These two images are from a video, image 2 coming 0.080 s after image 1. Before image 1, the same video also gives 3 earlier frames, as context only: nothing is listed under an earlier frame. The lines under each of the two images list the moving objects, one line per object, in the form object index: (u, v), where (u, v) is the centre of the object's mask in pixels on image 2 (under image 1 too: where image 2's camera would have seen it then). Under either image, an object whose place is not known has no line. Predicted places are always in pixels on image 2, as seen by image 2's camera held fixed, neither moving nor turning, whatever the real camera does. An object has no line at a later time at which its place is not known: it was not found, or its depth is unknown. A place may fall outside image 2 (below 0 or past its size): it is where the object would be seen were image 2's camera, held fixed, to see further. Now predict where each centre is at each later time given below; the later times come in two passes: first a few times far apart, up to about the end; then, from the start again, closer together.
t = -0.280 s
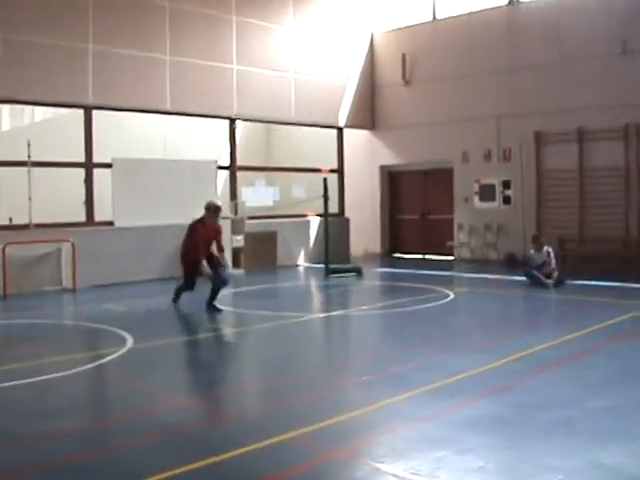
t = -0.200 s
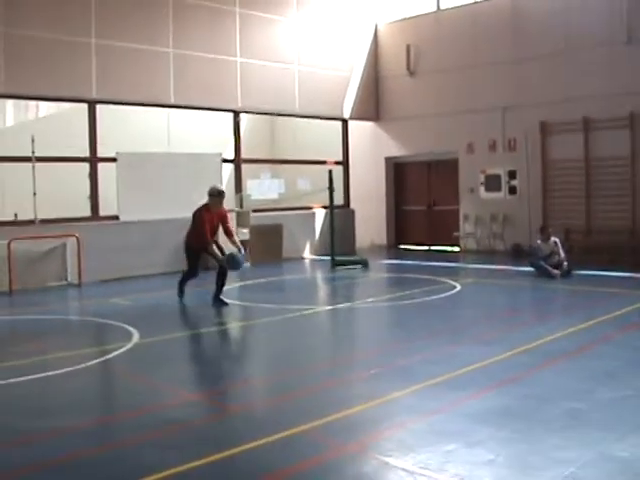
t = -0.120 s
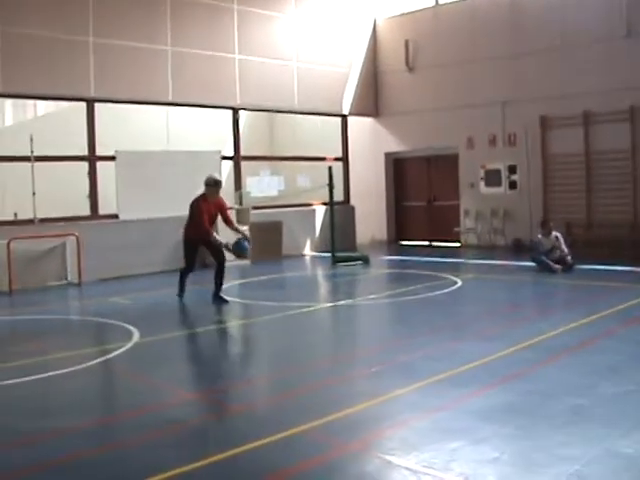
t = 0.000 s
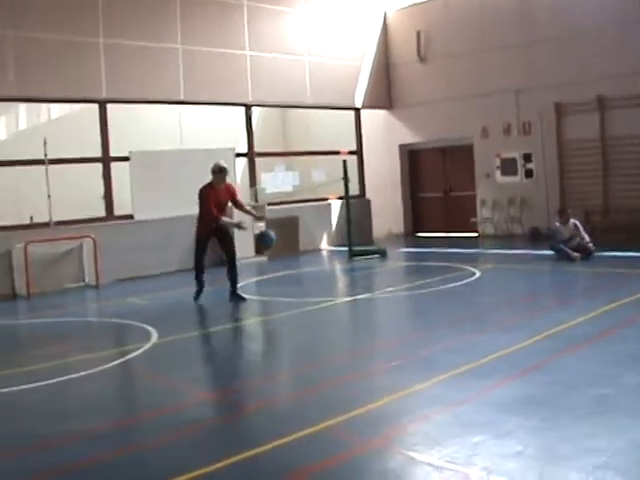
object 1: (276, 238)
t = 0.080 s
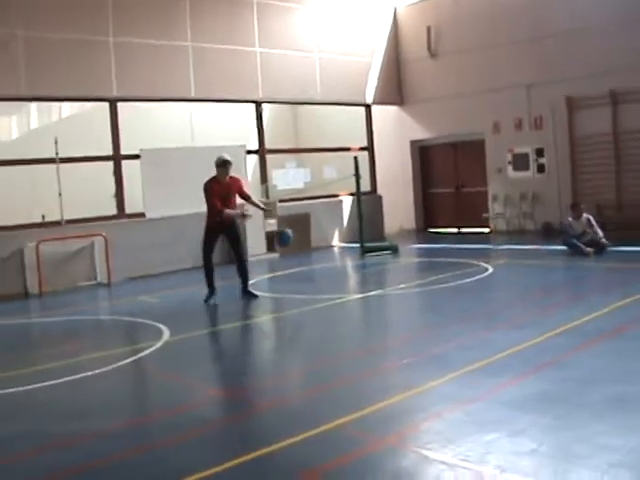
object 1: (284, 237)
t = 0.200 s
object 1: (294, 249)
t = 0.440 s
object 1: (313, 272)
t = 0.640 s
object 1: (321, 268)
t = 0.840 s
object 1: (330, 272)
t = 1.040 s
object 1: (338, 274)
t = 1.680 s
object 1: (359, 270)
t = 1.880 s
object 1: (363, 269)
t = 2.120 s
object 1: (368, 267)
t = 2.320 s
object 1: (372, 266)
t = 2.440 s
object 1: (374, 265)
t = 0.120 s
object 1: (288, 240)
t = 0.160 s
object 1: (291, 244)
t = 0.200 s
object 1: (294, 249)
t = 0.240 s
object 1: (297, 255)
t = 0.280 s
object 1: (301, 263)
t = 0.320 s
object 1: (305, 273)
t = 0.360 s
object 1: (309, 282)
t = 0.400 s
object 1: (311, 278)
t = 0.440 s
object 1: (313, 272)
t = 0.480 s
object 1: (314, 269)
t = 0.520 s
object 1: (316, 267)
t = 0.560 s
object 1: (318, 266)
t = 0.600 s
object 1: (319, 266)
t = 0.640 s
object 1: (321, 268)
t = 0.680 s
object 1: (323, 270)
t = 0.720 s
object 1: (325, 275)
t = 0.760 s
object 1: (327, 278)
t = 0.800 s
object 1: (329, 274)
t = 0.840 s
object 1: (330, 272)
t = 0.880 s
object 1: (332, 271)
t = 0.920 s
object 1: (333, 272)
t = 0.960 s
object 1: (335, 274)
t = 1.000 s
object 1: (337, 276)
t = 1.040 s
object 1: (338, 274)
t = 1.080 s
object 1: (340, 272)
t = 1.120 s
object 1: (341, 272)
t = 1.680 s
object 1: (359, 270)
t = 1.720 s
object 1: (360, 270)
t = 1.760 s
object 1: (361, 270)
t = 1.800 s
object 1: (362, 270)
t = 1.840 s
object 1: (362, 270)
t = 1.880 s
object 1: (363, 269)
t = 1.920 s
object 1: (365, 269)
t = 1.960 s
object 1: (365, 269)
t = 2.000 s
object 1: (366, 269)
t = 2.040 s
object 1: (367, 268)
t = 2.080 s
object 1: (367, 268)
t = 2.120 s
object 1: (368, 267)
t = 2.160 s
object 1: (368, 267)
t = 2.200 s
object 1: (370, 267)
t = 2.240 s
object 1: (370, 267)
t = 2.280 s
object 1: (371, 266)
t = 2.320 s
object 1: (372, 266)
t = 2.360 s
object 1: (373, 266)
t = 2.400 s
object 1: (373, 266)
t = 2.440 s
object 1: (374, 265)
